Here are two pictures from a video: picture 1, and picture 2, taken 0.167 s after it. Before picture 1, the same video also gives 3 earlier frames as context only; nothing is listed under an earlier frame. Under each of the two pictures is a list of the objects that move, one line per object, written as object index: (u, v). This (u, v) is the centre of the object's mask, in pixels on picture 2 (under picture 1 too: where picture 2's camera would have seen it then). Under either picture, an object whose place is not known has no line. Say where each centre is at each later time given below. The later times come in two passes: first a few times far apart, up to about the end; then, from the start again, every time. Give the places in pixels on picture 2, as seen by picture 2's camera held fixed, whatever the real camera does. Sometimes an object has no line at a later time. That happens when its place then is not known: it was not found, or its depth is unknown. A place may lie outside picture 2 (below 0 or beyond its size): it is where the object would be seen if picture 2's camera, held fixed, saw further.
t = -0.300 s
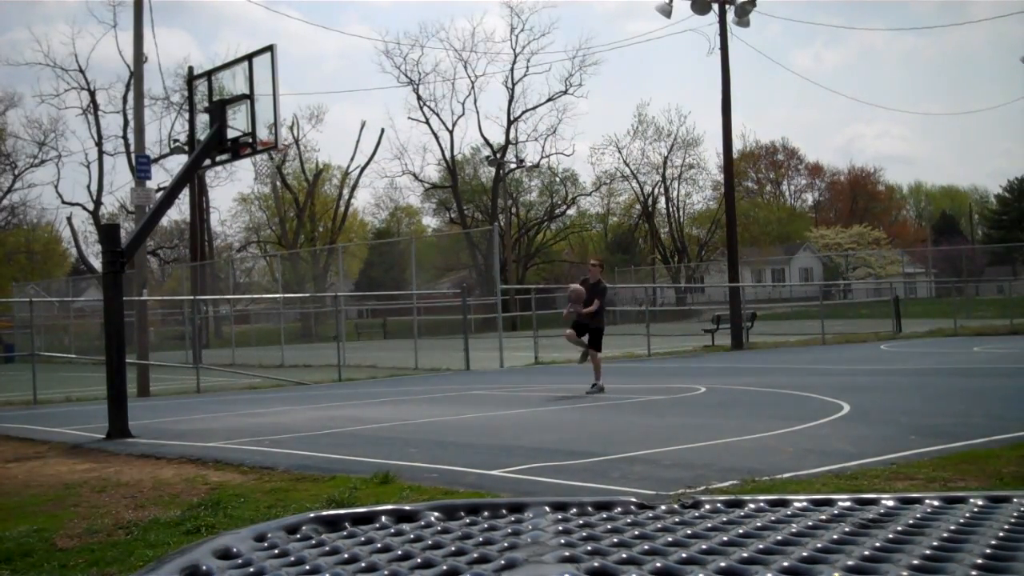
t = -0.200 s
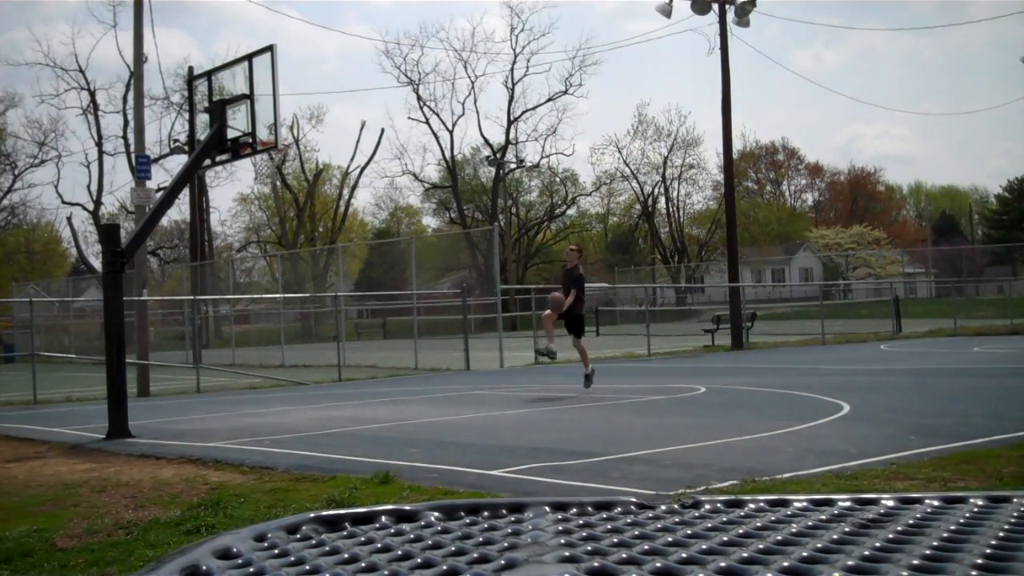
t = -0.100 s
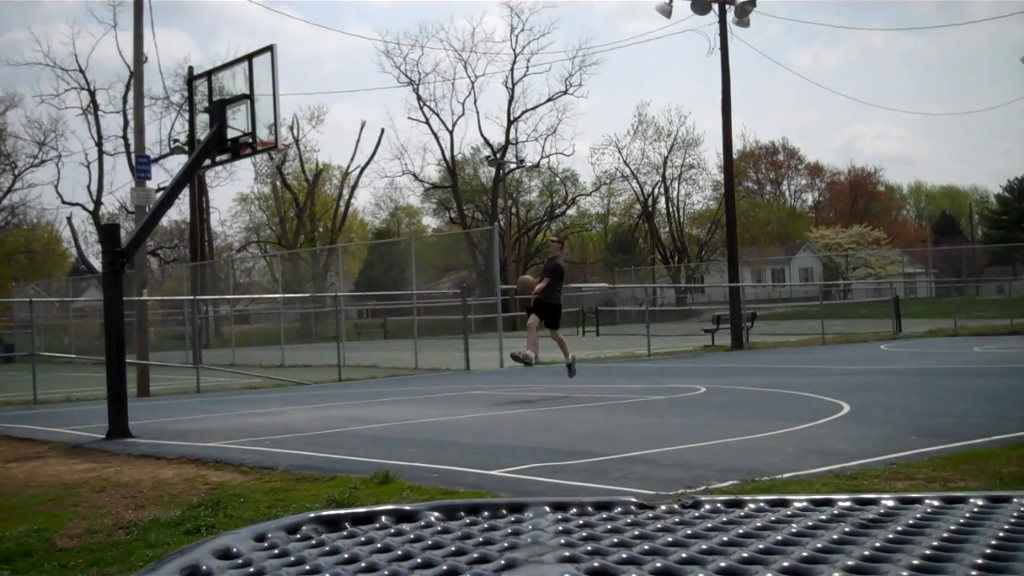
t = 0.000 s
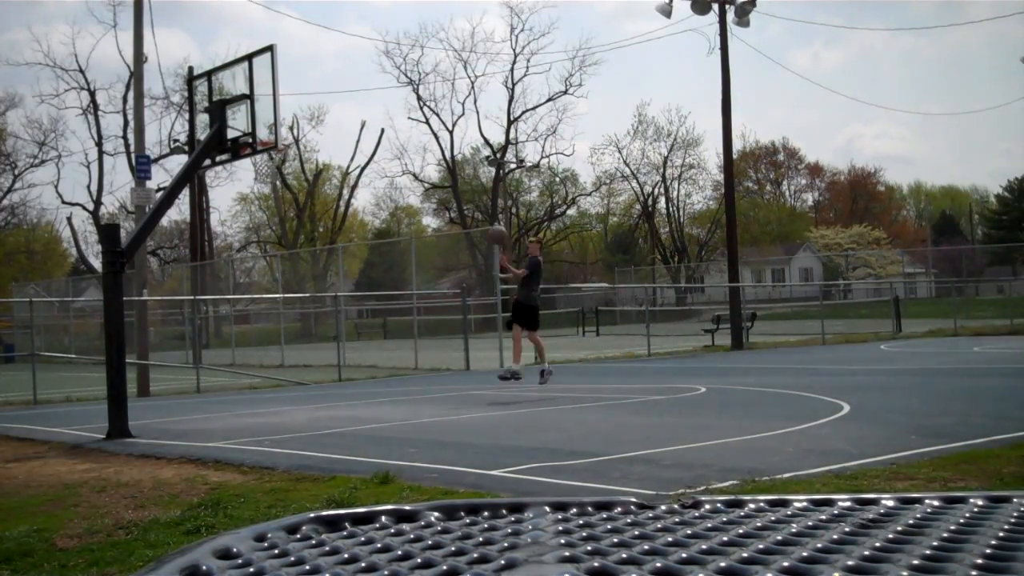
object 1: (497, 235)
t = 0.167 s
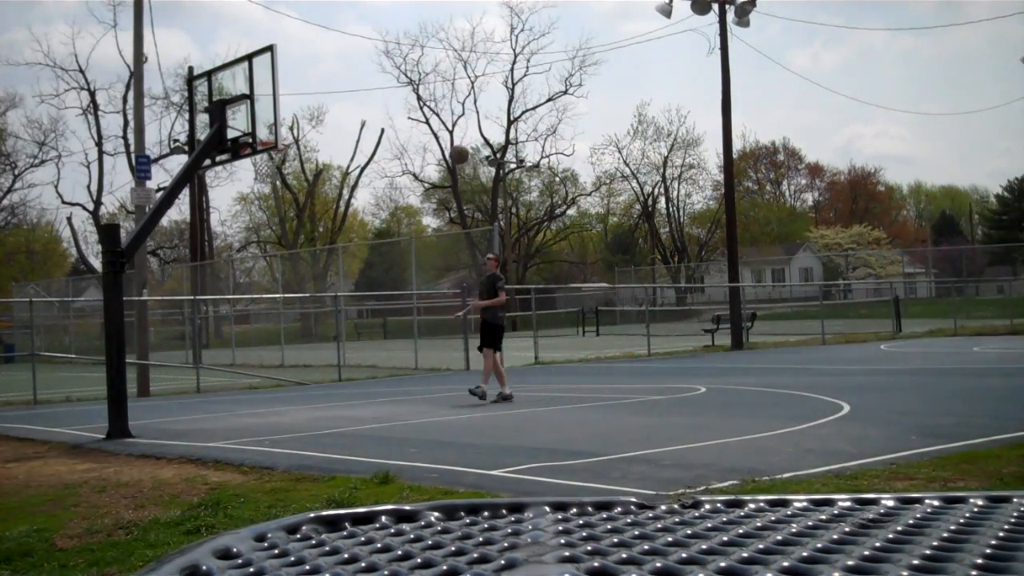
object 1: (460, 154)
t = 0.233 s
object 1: (442, 127)
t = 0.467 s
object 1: (389, 59)
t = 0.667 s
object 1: (341, 35)
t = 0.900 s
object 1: (286, 50)
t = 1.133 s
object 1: (262, 101)
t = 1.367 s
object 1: (293, 126)
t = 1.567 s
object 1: (310, 123)
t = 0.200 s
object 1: (451, 140)
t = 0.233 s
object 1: (442, 127)
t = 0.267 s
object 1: (435, 115)
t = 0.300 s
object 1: (428, 103)
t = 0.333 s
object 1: (420, 93)
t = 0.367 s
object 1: (412, 84)
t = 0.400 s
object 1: (404, 75)
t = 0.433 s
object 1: (397, 67)
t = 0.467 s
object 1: (389, 59)
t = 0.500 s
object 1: (381, 53)
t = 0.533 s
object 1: (373, 48)
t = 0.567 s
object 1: (366, 43)
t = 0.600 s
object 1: (357, 39)
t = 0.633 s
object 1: (349, 37)
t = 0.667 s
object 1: (341, 35)
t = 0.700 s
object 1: (334, 34)
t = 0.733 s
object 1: (325, 34)
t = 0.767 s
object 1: (317, 35)
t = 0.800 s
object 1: (309, 37)
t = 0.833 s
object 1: (301, 40)
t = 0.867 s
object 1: (293, 44)
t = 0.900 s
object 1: (286, 50)
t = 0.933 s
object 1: (278, 56)
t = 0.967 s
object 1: (265, 63)
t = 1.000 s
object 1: (261, 71)
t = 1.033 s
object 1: (251, 81)
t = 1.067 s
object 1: (248, 88)
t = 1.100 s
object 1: (259, 94)
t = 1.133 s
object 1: (262, 101)
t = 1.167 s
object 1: (265, 109)
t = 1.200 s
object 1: (268, 117)
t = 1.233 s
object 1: (285, 127)
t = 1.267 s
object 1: (287, 137)
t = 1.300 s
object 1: (288, 136)
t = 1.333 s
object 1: (291, 130)
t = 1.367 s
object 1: (293, 126)
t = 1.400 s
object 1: (296, 123)
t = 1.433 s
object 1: (299, 121)
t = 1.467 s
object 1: (301, 120)
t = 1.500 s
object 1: (304, 120)
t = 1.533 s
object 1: (307, 121)
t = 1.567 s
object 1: (310, 123)
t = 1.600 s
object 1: (312, 125)
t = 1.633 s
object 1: (315, 129)
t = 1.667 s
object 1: (318, 133)
